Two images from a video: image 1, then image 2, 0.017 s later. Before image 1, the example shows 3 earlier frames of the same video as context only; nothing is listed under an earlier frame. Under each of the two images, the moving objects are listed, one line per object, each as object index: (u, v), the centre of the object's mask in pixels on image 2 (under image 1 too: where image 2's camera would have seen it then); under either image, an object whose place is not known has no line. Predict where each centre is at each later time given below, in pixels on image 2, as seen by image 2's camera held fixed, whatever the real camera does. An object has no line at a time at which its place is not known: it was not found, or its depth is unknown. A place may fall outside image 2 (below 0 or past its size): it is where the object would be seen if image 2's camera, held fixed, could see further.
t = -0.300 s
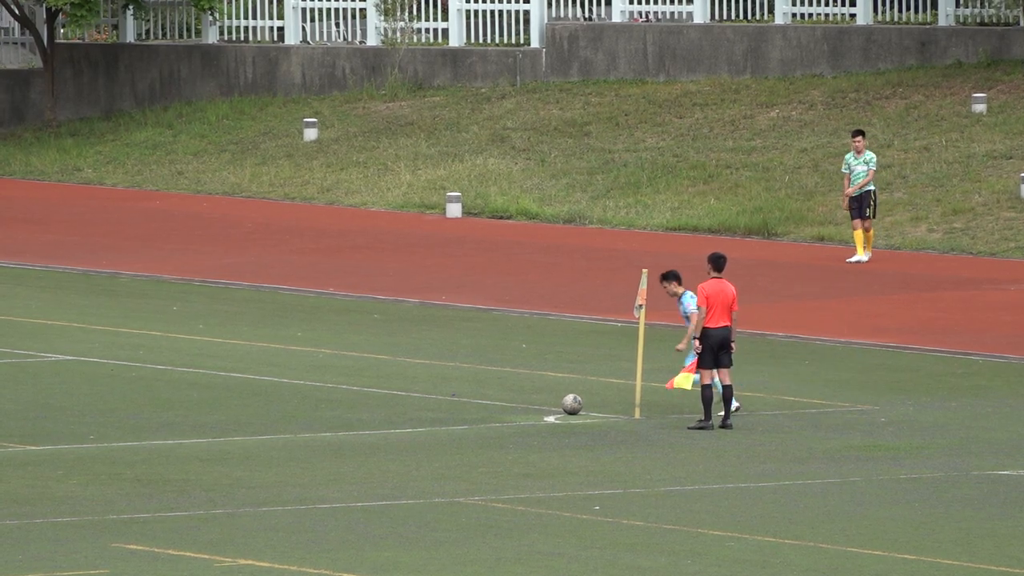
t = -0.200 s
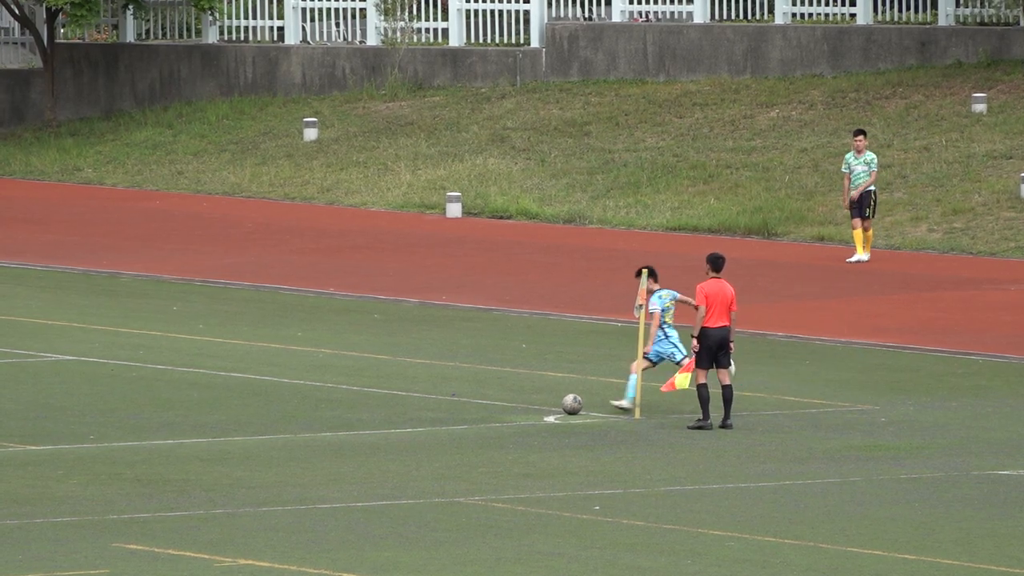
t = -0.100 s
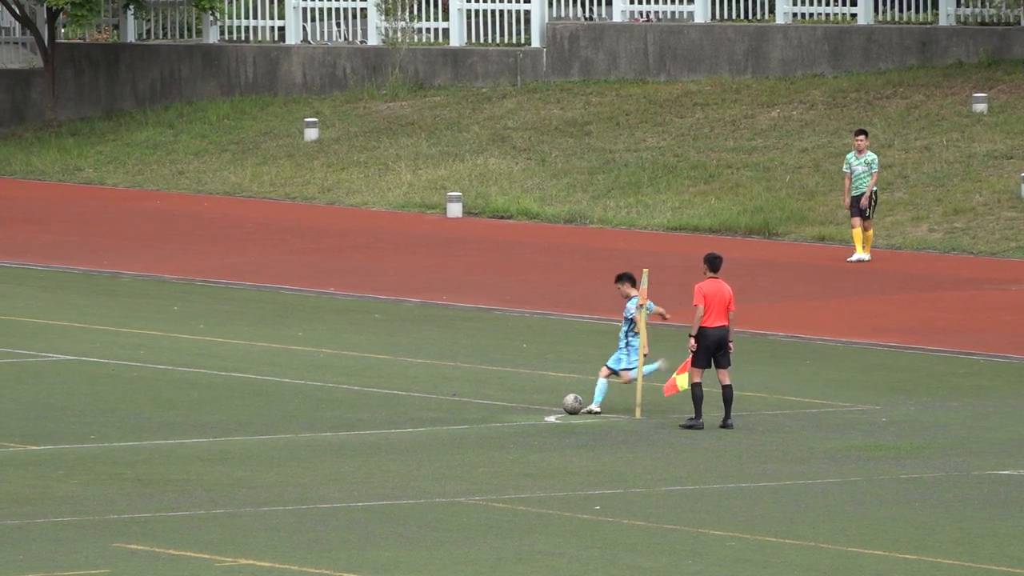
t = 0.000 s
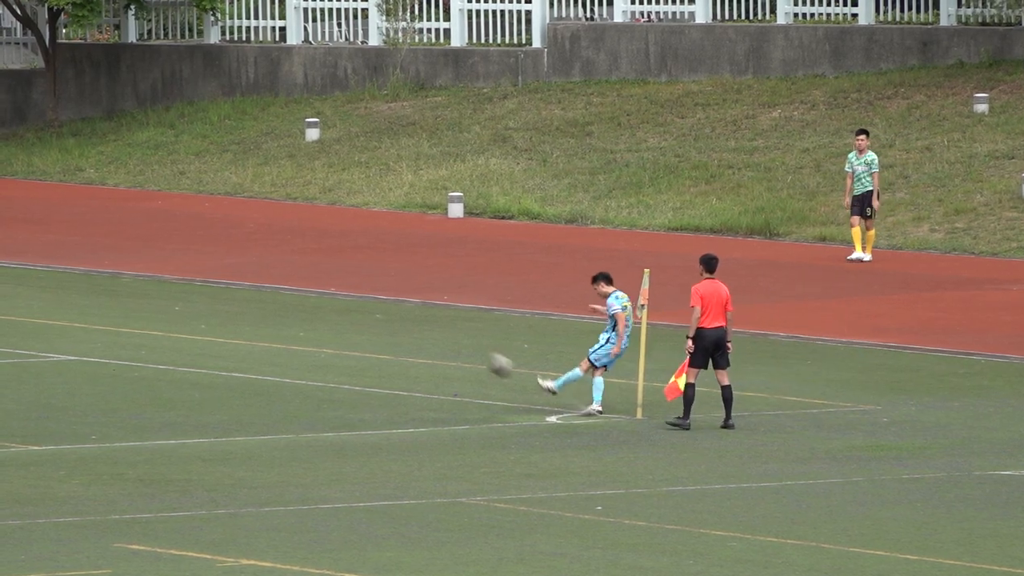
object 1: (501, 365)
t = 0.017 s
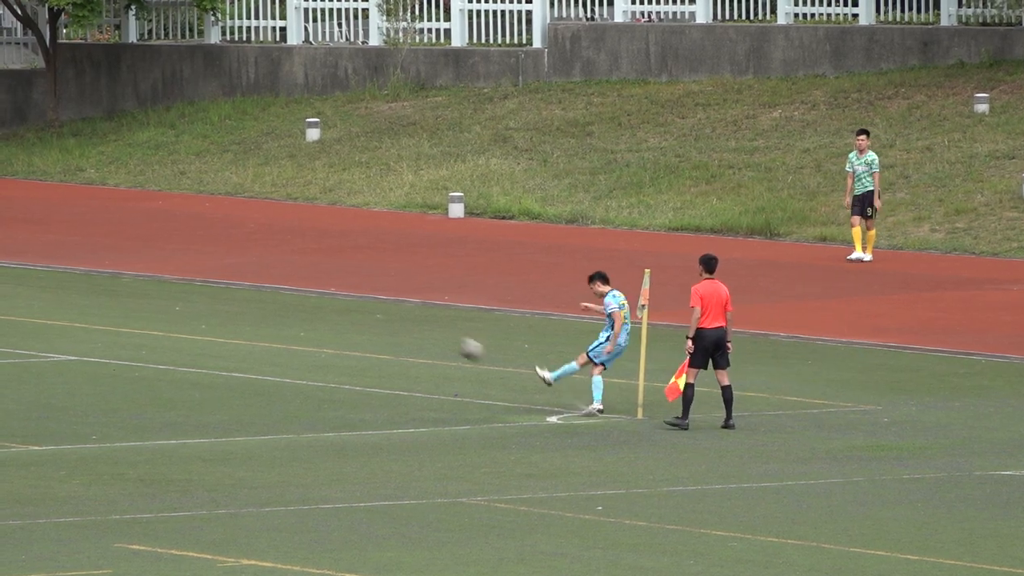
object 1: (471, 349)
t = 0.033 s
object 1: (441, 334)
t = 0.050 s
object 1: (413, 318)
